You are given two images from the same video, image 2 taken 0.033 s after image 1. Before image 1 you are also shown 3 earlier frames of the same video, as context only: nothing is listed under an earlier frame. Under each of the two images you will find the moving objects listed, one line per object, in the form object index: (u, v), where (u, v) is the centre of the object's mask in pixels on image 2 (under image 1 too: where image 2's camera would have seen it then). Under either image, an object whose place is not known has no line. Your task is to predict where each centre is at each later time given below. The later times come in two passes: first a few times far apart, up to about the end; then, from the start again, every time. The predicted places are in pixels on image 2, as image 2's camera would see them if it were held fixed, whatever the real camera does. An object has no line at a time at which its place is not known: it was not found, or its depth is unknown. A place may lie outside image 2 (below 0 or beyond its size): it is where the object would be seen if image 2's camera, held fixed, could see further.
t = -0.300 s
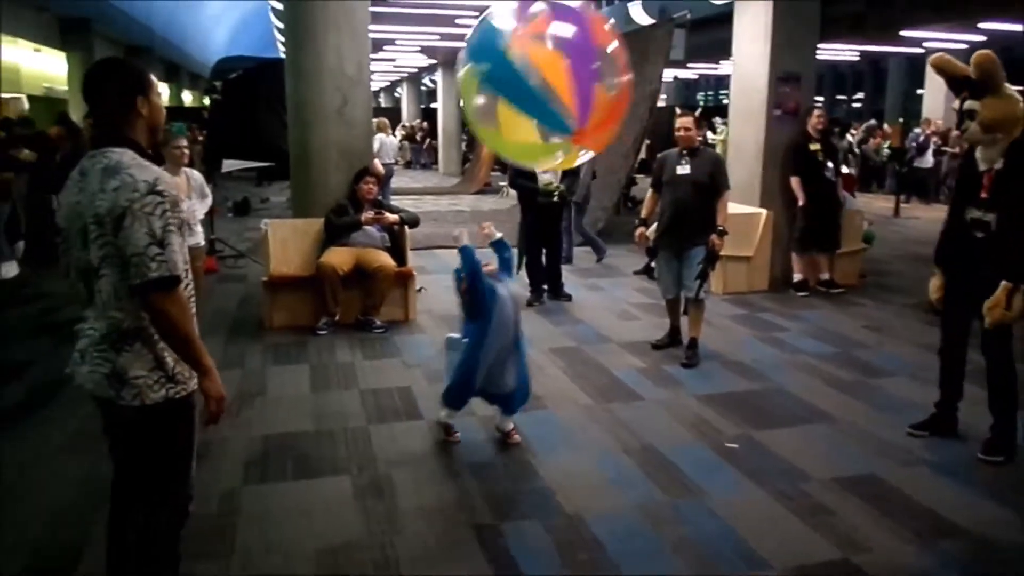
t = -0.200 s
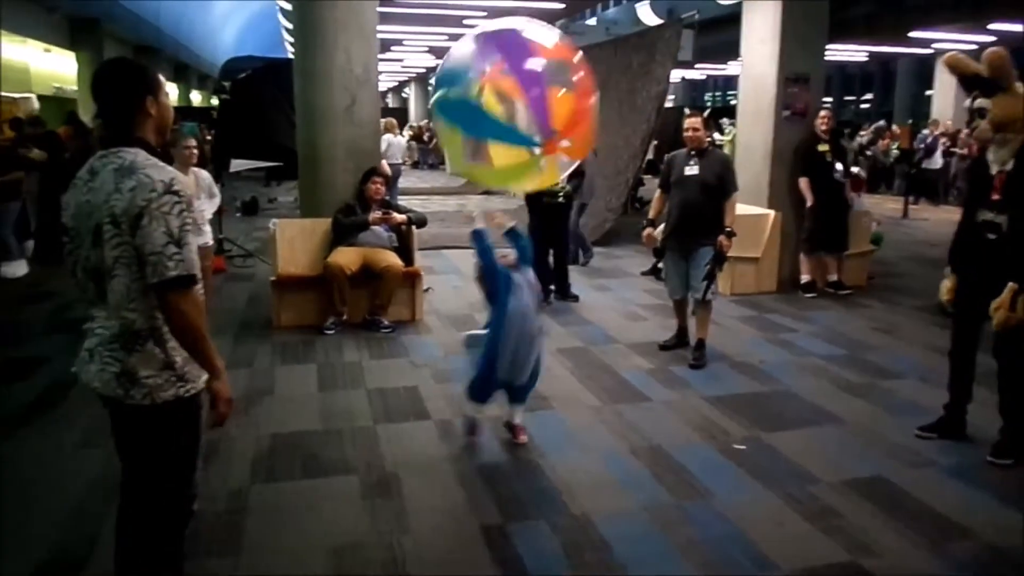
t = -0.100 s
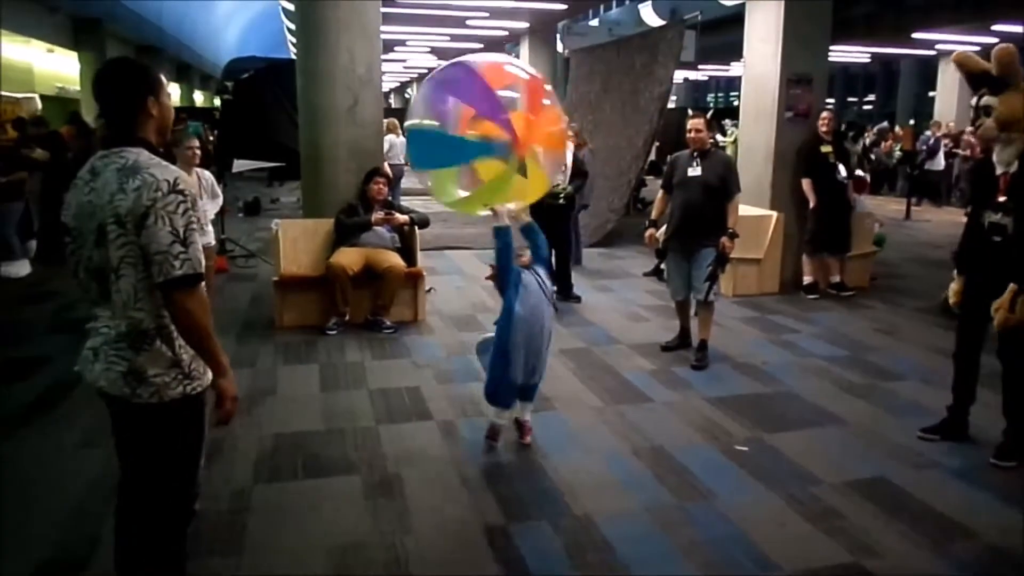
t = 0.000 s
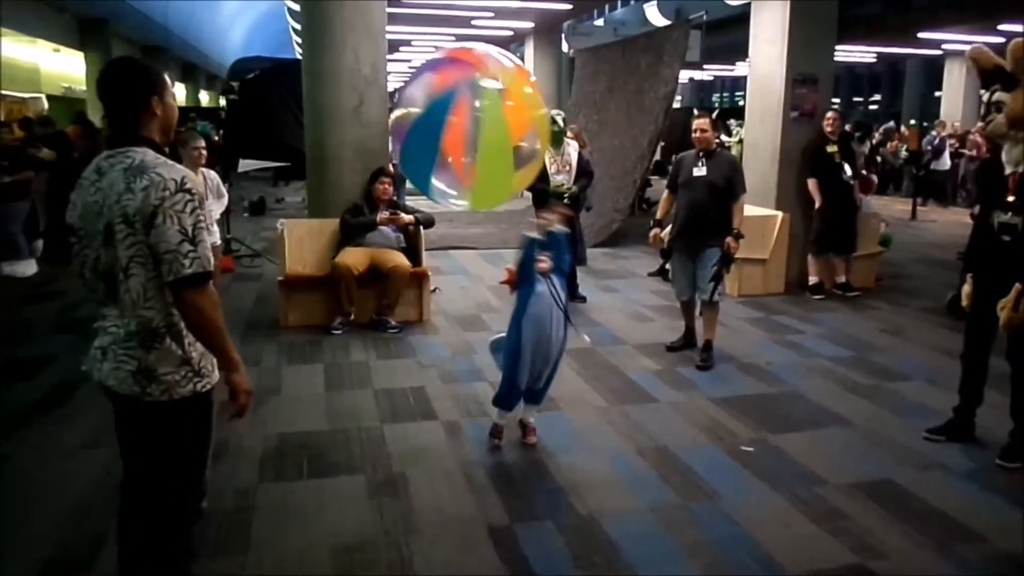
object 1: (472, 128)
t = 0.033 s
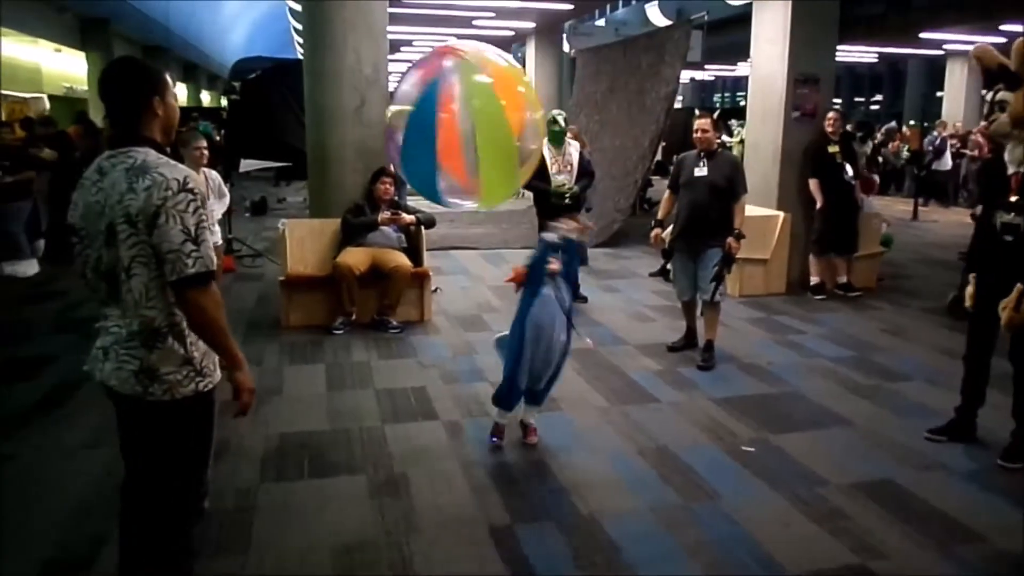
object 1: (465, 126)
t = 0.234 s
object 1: (428, 143)
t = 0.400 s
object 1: (412, 180)
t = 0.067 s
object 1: (459, 126)
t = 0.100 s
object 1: (453, 127)
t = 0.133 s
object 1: (446, 128)
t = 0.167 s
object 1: (440, 132)
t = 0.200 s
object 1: (433, 137)
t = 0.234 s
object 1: (428, 143)
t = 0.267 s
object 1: (426, 149)
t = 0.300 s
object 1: (424, 154)
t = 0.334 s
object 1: (420, 163)
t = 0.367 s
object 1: (417, 171)
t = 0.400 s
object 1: (412, 180)
